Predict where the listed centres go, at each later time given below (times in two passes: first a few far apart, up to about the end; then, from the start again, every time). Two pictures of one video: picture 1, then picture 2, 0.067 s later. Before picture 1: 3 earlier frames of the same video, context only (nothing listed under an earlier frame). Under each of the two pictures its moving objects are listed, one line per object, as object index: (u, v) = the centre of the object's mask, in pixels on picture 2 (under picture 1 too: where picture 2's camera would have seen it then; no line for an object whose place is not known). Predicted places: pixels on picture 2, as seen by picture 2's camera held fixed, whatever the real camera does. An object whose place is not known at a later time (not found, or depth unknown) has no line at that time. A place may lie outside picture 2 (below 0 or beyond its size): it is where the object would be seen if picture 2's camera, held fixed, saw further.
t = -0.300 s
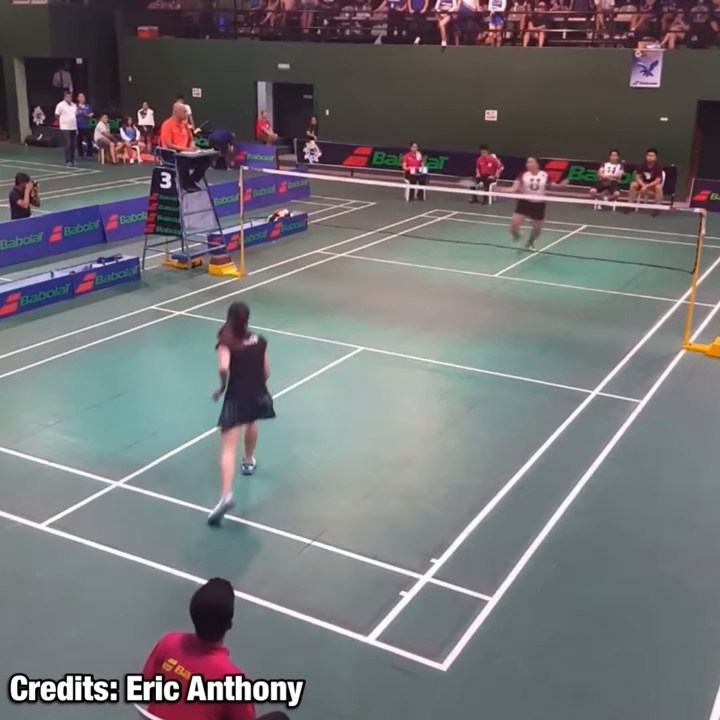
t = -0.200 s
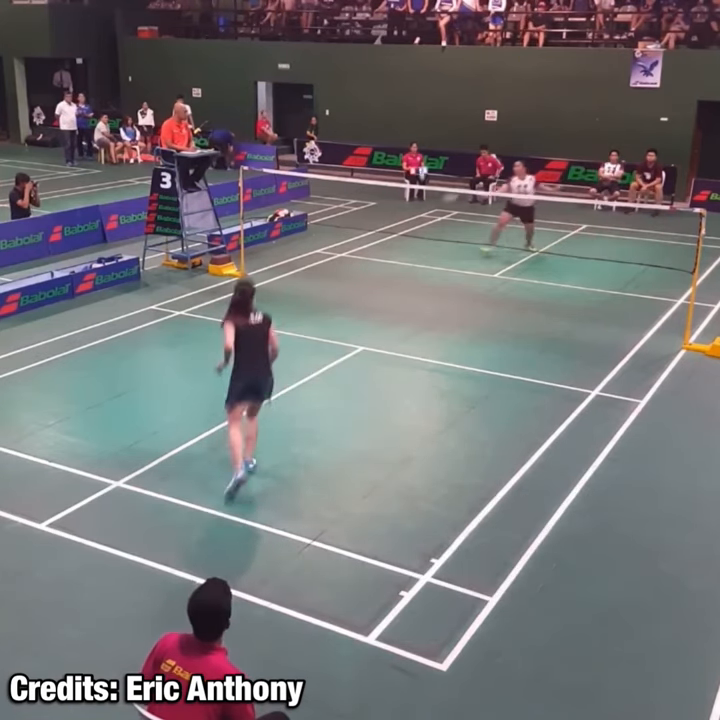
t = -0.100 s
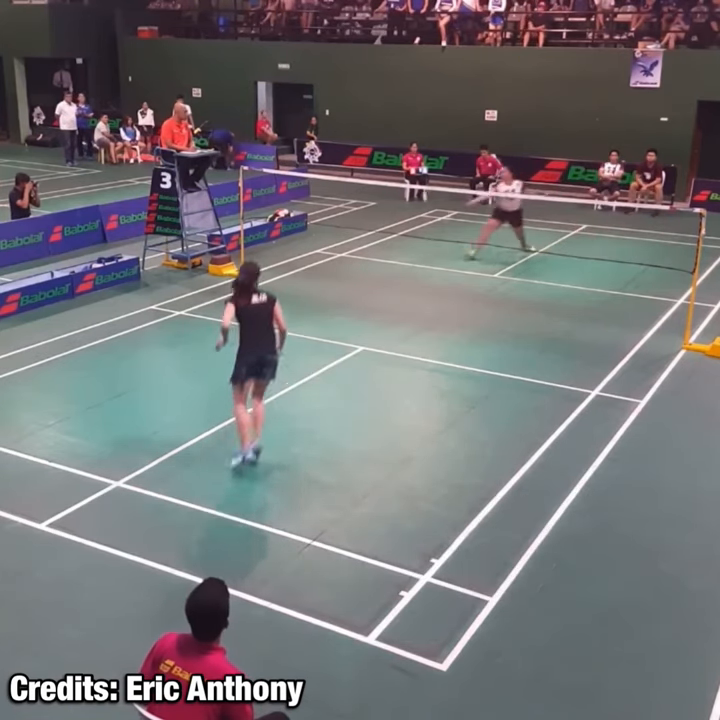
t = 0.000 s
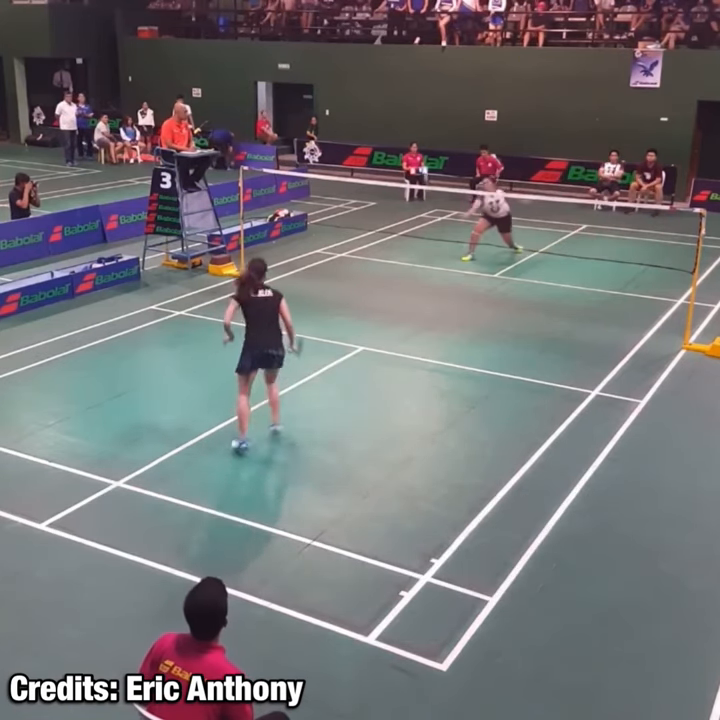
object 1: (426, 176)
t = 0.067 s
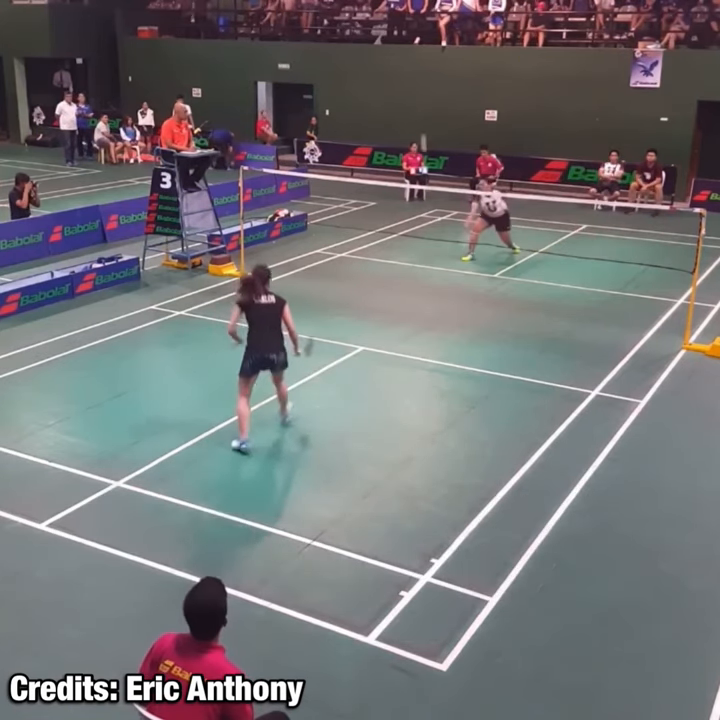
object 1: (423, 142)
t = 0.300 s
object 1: (414, 70)
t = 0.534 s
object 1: (398, 61)
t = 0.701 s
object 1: (383, 95)
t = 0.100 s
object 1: (422, 128)
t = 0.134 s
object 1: (421, 114)
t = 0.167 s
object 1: (420, 103)
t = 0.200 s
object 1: (419, 93)
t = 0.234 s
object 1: (417, 84)
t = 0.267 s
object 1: (416, 76)
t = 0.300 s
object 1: (414, 70)
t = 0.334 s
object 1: (413, 65)
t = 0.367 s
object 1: (410, 61)
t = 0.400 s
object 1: (408, 59)
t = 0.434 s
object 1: (406, 57)
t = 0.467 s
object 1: (404, 57)
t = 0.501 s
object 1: (401, 58)
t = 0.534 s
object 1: (398, 61)
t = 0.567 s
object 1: (396, 64)
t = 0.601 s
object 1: (393, 70)
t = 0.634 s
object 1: (389, 77)
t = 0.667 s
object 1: (386, 85)
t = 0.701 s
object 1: (383, 95)
